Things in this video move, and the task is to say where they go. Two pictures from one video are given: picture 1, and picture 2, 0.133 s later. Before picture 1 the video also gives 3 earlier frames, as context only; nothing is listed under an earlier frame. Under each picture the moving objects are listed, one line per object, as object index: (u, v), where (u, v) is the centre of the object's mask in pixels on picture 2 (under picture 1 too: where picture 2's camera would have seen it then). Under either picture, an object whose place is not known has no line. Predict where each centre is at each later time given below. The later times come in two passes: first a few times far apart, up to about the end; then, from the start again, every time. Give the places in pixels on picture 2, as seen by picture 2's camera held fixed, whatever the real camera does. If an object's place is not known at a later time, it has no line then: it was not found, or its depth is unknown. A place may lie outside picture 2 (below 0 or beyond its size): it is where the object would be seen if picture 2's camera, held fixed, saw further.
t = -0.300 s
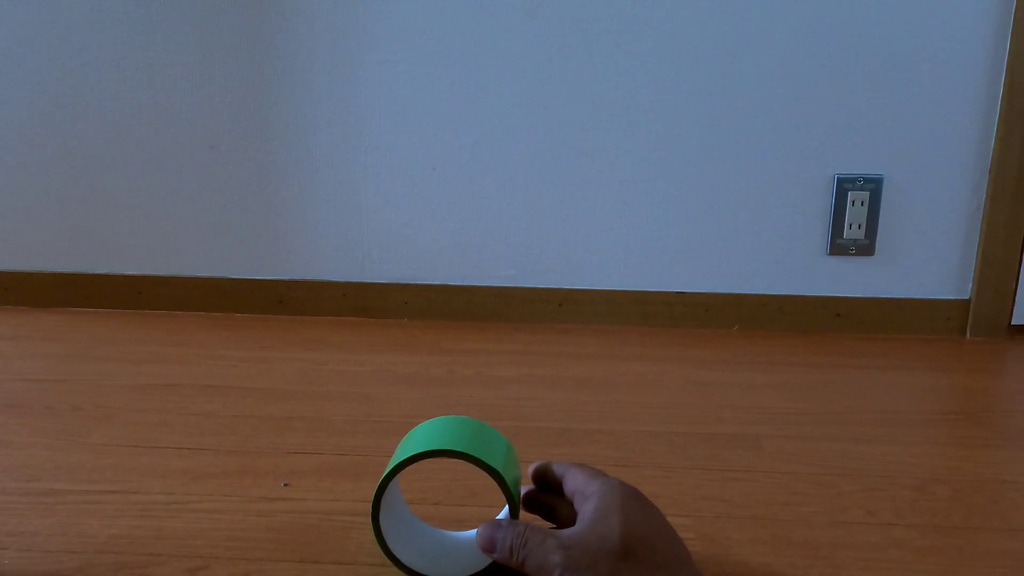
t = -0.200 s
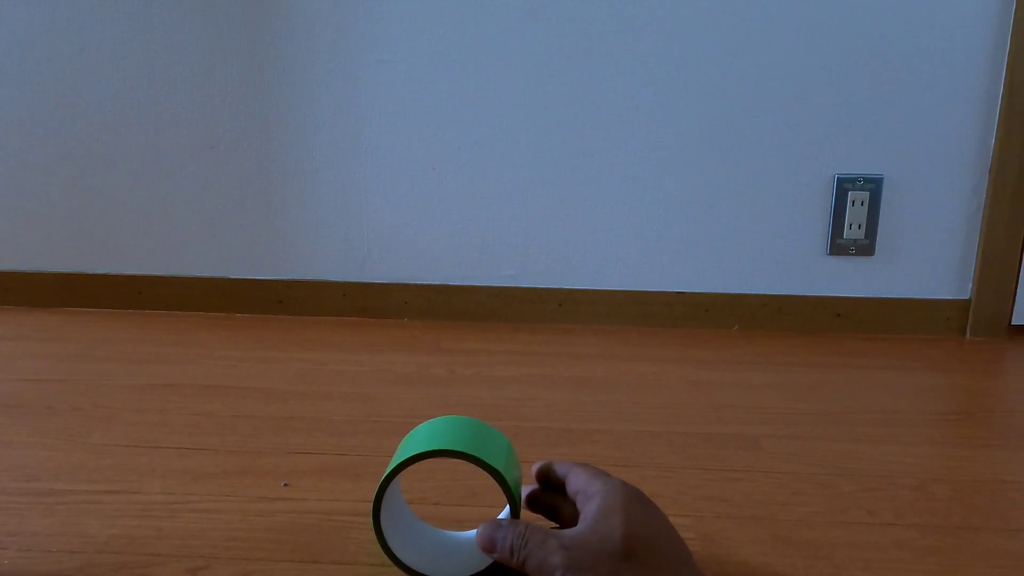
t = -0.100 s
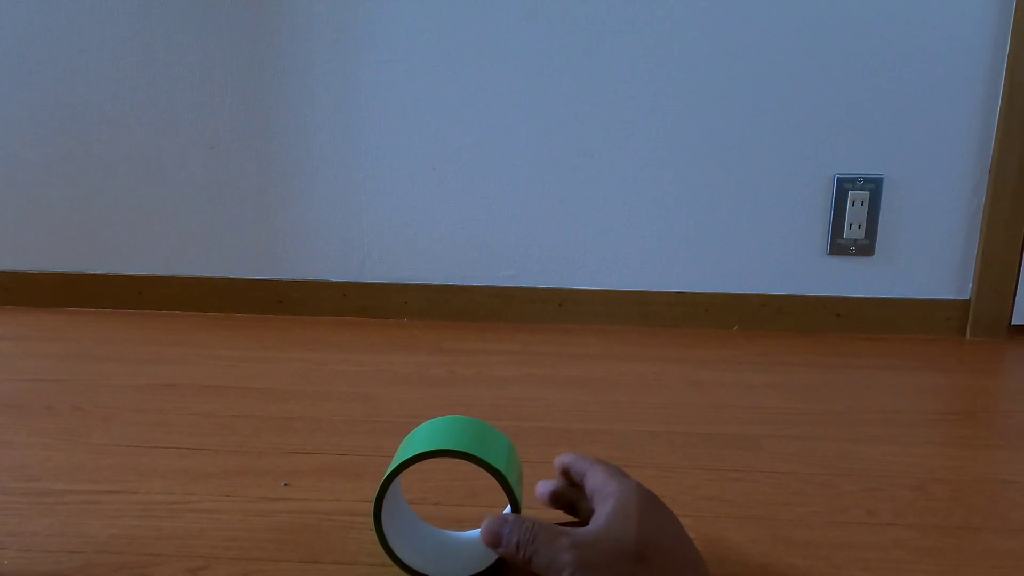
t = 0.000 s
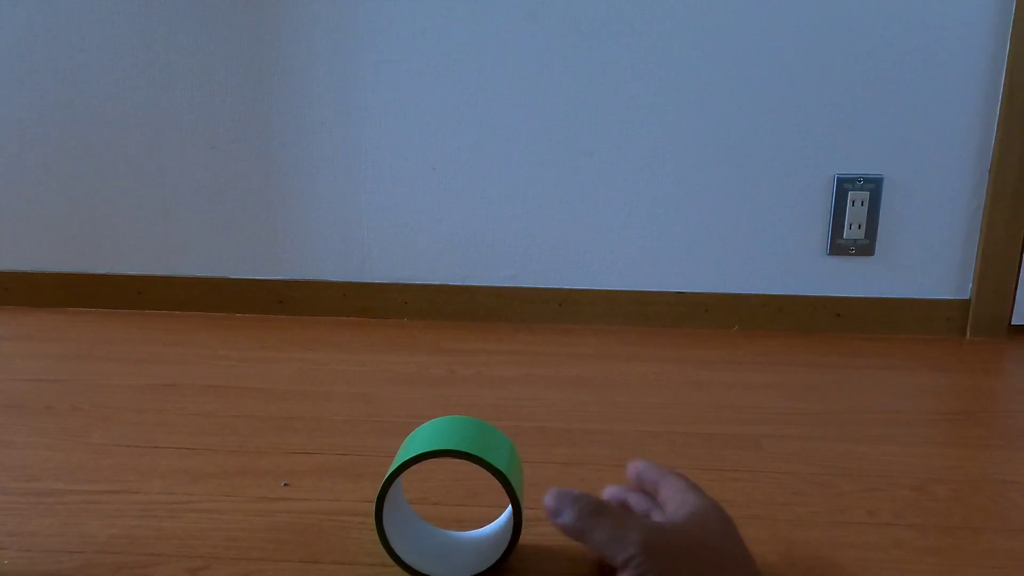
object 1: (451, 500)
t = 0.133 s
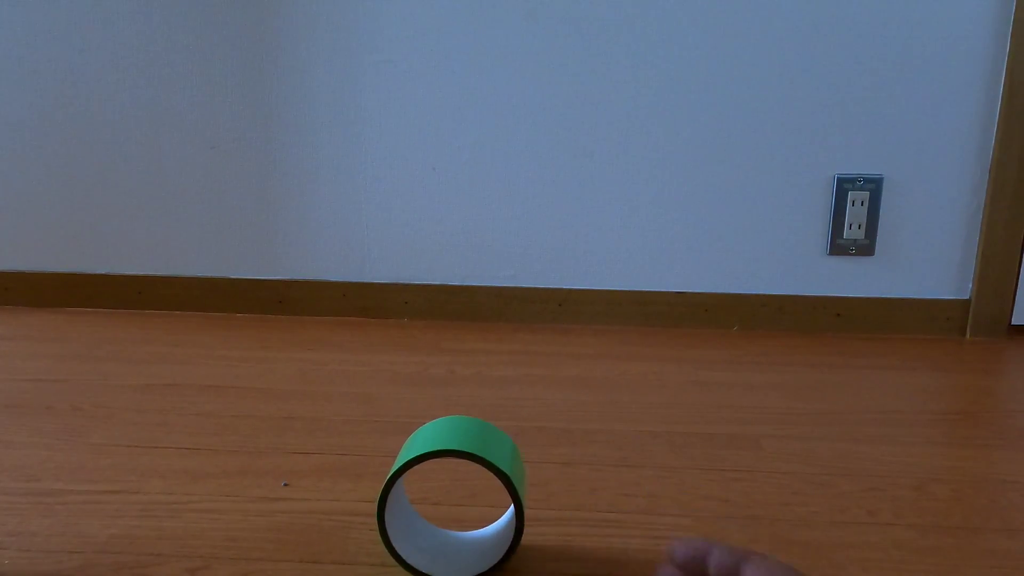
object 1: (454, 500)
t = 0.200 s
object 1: (455, 500)
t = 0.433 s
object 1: (463, 500)
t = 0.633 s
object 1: (473, 500)
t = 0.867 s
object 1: (490, 500)
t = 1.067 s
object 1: (512, 501)
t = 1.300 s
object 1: (547, 502)
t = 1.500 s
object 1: (581, 503)
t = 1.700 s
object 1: (608, 503)
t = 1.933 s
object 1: (634, 504)
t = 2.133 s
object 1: (665, 504)
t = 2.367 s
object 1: (706, 505)
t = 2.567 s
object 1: (745, 506)
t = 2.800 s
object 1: (793, 507)
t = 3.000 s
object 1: (837, 508)
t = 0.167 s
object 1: (454, 500)
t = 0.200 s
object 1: (455, 500)
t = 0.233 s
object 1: (456, 500)
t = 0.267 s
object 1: (457, 500)
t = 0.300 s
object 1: (458, 500)
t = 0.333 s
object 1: (459, 500)
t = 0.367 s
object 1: (461, 500)
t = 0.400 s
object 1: (462, 500)
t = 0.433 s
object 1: (463, 500)
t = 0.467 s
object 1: (465, 500)
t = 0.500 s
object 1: (466, 500)
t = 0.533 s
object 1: (468, 500)
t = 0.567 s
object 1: (469, 500)
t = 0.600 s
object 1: (471, 500)
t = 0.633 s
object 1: (473, 500)
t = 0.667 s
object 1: (475, 500)
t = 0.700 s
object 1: (477, 500)
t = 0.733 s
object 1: (479, 500)
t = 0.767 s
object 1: (482, 500)
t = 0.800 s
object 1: (485, 500)
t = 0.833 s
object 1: (488, 500)
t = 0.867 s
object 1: (490, 500)
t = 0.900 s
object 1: (493, 501)
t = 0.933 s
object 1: (497, 501)
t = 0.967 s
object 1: (500, 501)
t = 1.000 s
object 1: (504, 501)
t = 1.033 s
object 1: (508, 501)
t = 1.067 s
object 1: (512, 501)
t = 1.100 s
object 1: (517, 502)
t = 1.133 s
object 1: (521, 502)
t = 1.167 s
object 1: (526, 502)
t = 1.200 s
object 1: (531, 502)
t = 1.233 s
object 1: (536, 502)
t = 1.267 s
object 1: (541, 502)
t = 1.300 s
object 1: (547, 502)
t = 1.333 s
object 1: (553, 502)
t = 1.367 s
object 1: (558, 503)
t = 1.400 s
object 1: (564, 503)
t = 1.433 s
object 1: (569, 503)
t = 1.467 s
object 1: (575, 503)
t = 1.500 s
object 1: (581, 503)
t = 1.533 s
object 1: (586, 503)
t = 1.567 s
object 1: (591, 503)
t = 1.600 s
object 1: (596, 503)
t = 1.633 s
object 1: (600, 503)
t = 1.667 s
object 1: (604, 503)
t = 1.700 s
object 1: (608, 503)
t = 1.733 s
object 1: (611, 503)
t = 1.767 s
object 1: (614, 503)
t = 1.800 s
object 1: (618, 503)
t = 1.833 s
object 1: (621, 503)
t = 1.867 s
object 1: (624, 503)
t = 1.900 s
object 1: (629, 503)
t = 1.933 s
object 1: (634, 504)
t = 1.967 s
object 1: (639, 504)
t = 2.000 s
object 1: (644, 504)
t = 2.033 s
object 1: (649, 504)
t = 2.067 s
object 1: (655, 504)
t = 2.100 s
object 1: (660, 504)
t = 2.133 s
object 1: (665, 504)
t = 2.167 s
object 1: (671, 504)
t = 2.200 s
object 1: (676, 505)
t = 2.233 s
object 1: (682, 505)
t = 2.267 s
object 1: (688, 505)
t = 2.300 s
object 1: (694, 505)
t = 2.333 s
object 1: (699, 505)
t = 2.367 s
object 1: (706, 505)
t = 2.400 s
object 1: (712, 505)
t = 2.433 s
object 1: (718, 505)
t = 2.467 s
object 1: (725, 505)
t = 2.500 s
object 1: (731, 506)
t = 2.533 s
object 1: (738, 506)
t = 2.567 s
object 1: (745, 506)
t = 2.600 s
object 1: (751, 506)
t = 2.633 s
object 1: (758, 506)
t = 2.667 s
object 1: (765, 506)
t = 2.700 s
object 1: (772, 507)
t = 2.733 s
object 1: (779, 507)
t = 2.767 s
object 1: (786, 507)
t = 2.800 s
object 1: (793, 507)
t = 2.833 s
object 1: (800, 507)
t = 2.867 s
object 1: (807, 507)
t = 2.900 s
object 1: (815, 507)
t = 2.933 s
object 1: (822, 507)
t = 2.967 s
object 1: (830, 508)
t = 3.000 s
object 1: (837, 508)
